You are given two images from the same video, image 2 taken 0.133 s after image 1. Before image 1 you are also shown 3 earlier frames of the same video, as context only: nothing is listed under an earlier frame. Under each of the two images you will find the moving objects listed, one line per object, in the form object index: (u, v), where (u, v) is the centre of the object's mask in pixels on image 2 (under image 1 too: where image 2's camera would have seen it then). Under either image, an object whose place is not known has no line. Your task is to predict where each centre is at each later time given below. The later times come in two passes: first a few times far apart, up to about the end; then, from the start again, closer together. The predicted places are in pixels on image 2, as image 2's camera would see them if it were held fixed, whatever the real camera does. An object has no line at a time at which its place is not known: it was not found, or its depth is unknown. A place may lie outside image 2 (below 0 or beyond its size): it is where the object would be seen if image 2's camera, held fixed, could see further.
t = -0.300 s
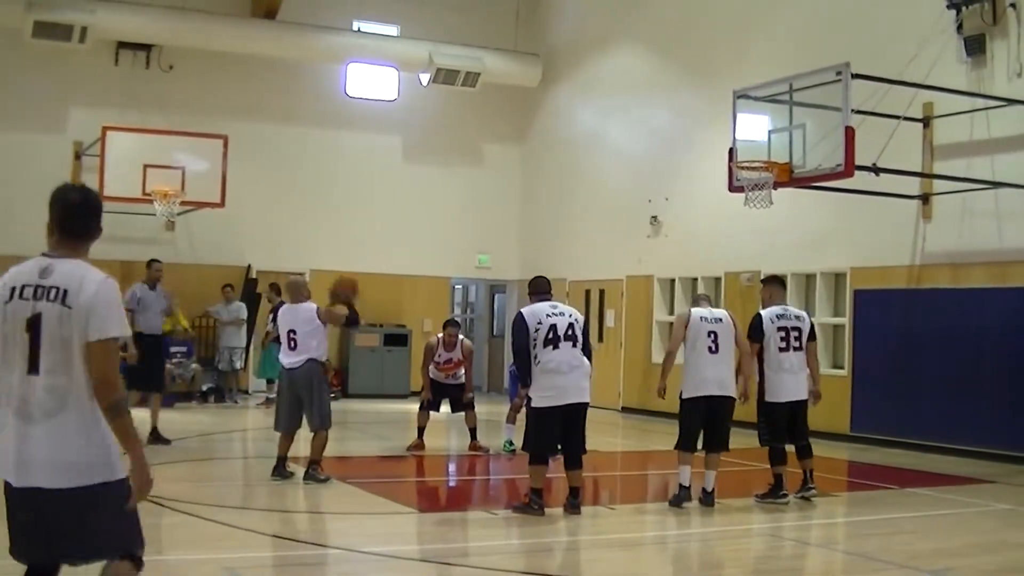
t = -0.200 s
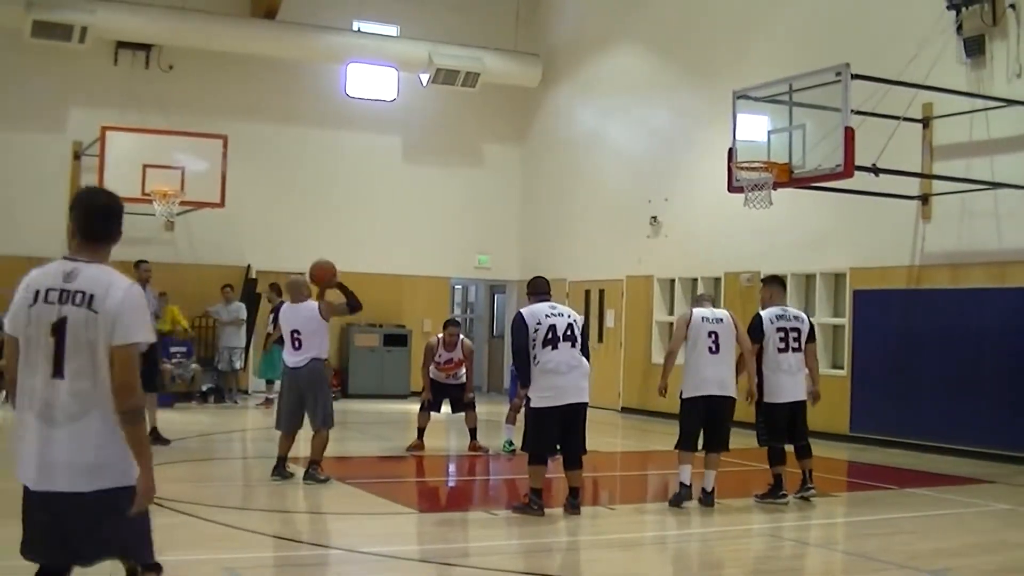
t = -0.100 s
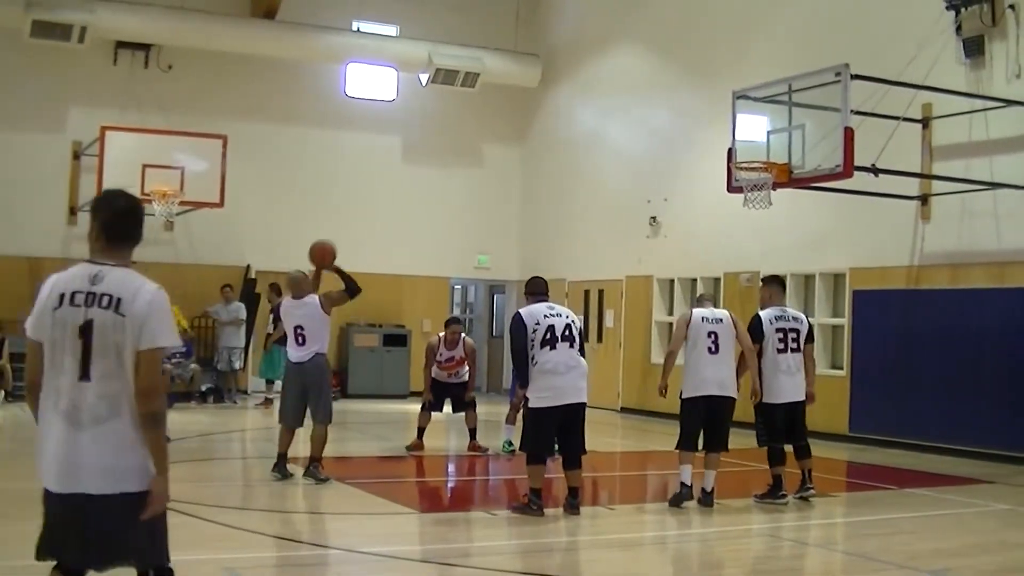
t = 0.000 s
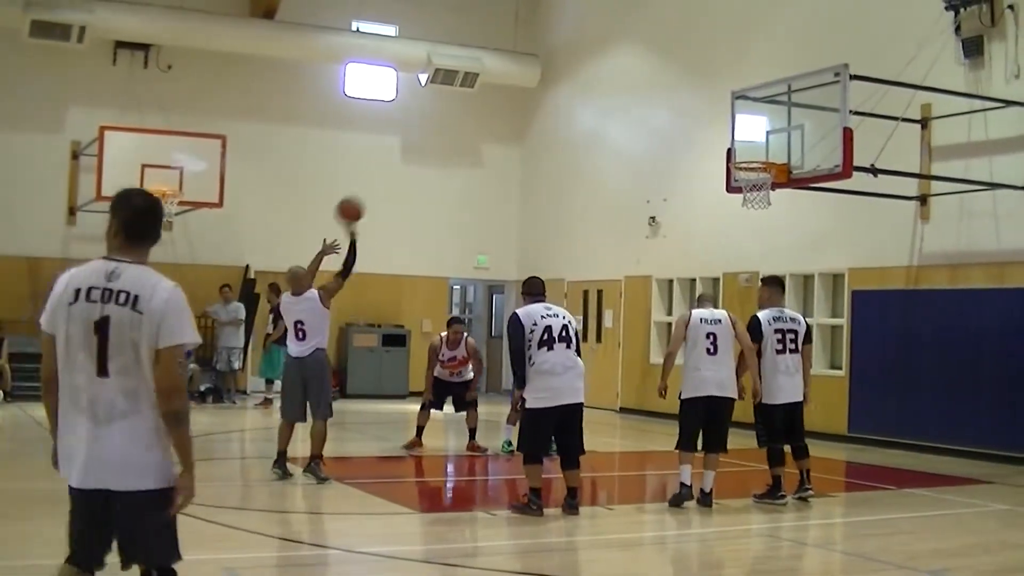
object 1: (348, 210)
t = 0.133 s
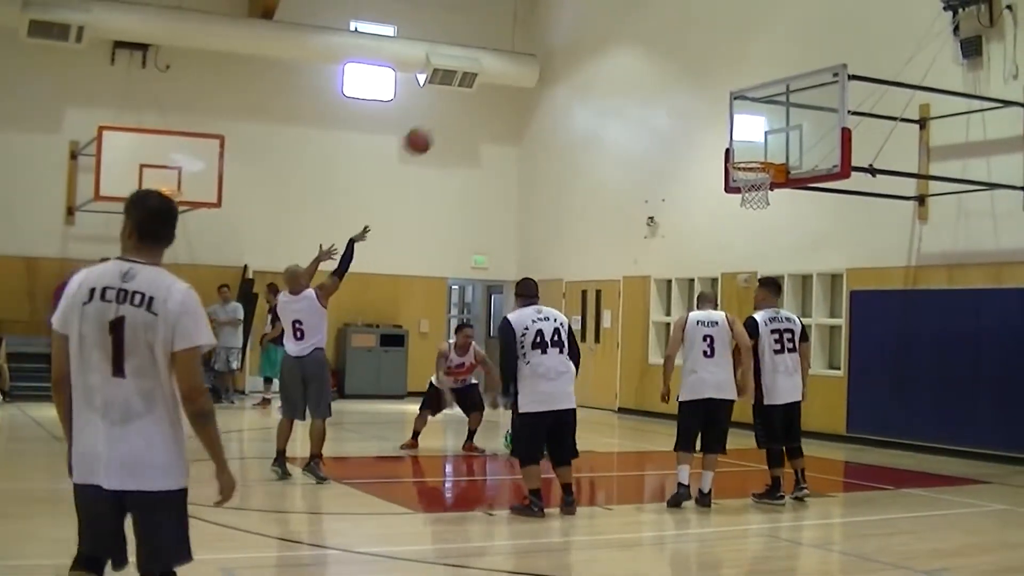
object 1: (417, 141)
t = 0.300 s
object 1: (498, 88)
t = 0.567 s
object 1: (614, 65)
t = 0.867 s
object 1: (730, 126)
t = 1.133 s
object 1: (764, 182)
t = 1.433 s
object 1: (765, 207)
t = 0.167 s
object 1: (434, 128)
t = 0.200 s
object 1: (450, 116)
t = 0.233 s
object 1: (466, 105)
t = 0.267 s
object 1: (482, 96)
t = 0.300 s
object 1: (498, 88)
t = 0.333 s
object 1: (513, 81)
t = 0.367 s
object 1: (528, 75)
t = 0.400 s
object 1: (543, 71)
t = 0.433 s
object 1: (558, 67)
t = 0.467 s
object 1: (572, 65)
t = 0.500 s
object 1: (586, 64)
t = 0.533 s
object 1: (600, 64)
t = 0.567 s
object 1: (614, 65)
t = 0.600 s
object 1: (628, 68)
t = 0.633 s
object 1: (641, 72)
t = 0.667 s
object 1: (655, 76)
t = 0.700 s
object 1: (667, 82)
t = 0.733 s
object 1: (680, 89)
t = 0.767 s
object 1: (693, 97)
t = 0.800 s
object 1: (706, 106)
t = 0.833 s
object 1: (718, 115)
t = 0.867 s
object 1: (730, 126)
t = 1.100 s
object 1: (758, 179)
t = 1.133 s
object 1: (764, 182)
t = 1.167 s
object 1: (770, 181)
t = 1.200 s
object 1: (772, 180)
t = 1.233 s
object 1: (771, 180)
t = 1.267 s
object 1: (771, 181)
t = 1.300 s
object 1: (770, 183)
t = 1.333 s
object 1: (770, 188)
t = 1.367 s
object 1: (769, 194)
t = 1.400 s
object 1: (767, 200)
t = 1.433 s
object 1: (765, 207)
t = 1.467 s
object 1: (763, 214)
